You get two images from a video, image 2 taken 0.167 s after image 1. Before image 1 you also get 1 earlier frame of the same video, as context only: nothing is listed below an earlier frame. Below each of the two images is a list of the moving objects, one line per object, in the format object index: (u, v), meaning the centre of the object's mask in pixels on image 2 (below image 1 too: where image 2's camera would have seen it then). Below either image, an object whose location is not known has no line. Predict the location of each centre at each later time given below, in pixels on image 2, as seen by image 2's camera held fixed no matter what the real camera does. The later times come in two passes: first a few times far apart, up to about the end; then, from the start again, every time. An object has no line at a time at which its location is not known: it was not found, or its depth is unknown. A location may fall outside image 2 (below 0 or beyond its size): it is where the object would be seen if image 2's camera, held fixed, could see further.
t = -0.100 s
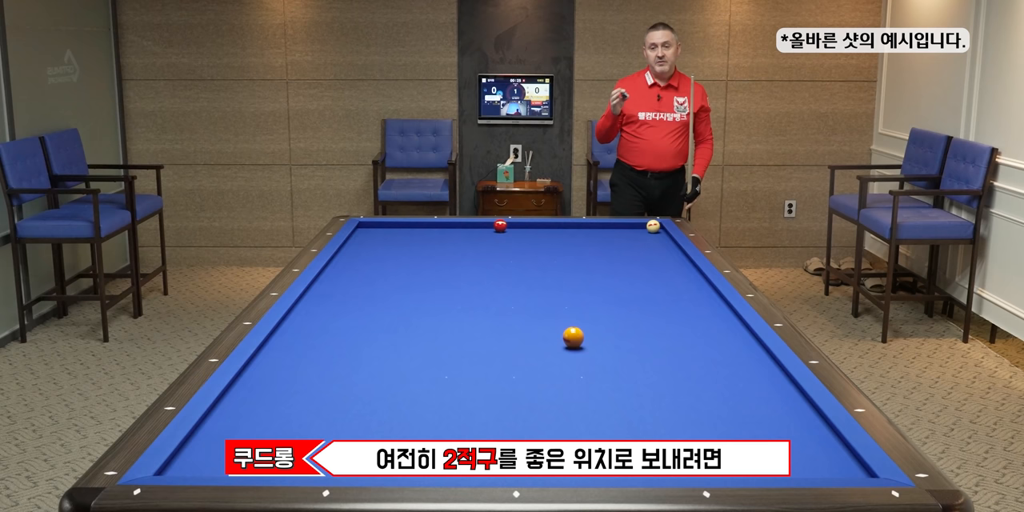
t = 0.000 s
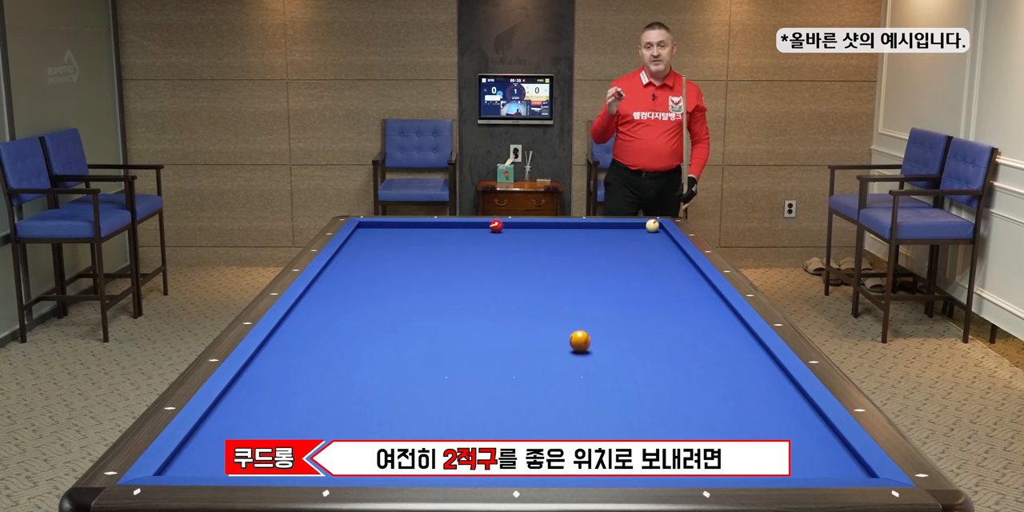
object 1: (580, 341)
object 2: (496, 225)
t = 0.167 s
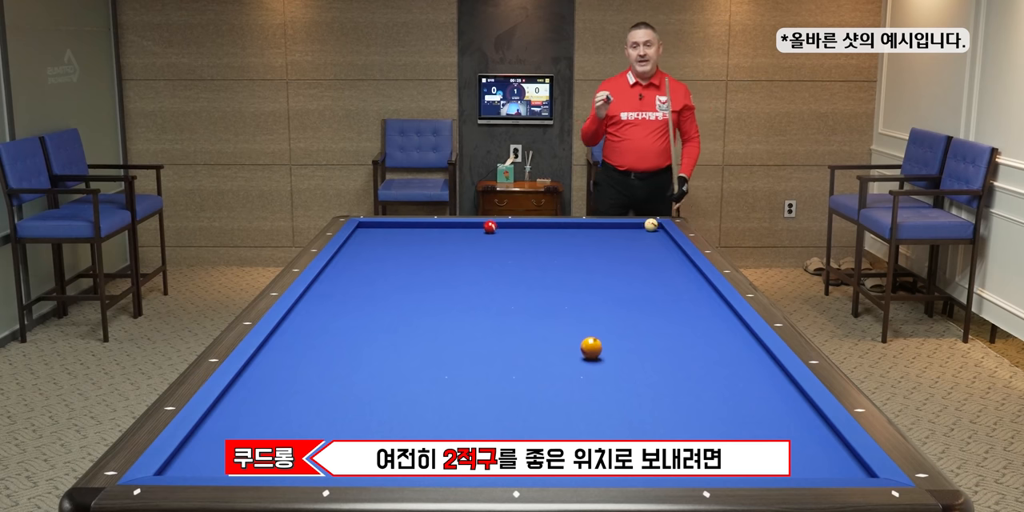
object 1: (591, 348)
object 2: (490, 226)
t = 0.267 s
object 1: (598, 352)
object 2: (486, 227)
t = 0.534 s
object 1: (617, 364)
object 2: (476, 228)
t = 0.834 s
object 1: (639, 377)
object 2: (467, 229)
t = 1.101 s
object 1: (660, 390)
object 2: (458, 230)
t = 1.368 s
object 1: (682, 402)
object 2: (450, 231)
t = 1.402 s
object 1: (685, 404)
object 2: (449, 231)
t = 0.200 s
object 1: (593, 349)
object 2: (489, 227)
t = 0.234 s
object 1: (596, 351)
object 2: (487, 227)
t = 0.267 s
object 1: (598, 352)
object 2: (486, 227)
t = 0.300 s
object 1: (600, 354)
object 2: (485, 227)
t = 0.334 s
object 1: (603, 355)
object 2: (484, 227)
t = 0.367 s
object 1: (605, 357)
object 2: (482, 227)
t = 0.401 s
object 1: (607, 358)
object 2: (481, 227)
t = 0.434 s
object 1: (610, 359)
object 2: (480, 228)
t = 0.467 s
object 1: (612, 361)
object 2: (479, 228)
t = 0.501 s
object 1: (615, 362)
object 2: (478, 228)
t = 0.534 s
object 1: (617, 364)
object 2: (476, 228)
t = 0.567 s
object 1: (619, 365)
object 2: (475, 228)
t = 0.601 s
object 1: (622, 367)
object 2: (474, 228)
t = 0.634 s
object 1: (624, 368)
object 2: (473, 228)
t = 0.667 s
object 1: (627, 370)
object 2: (472, 229)
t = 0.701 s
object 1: (629, 371)
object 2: (471, 229)
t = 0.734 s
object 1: (632, 373)
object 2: (470, 229)
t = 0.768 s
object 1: (634, 374)
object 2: (469, 229)
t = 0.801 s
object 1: (637, 376)
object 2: (468, 229)
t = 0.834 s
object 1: (639, 377)
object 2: (467, 229)
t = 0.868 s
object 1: (642, 379)
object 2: (465, 229)
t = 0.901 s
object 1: (644, 380)
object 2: (464, 229)
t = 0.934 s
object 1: (647, 382)
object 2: (463, 229)
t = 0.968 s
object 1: (650, 383)
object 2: (462, 229)
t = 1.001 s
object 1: (652, 385)
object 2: (461, 229)
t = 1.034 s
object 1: (655, 386)
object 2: (460, 230)
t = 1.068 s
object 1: (658, 388)
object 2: (459, 230)
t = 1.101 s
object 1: (660, 390)
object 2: (458, 230)
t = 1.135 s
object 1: (663, 391)
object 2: (457, 230)
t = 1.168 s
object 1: (666, 393)
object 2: (456, 230)
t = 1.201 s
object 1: (668, 394)
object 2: (455, 230)
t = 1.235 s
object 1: (671, 396)
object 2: (454, 230)
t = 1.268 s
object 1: (674, 397)
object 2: (453, 230)
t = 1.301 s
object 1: (676, 399)
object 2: (452, 230)
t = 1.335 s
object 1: (679, 401)
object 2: (451, 230)
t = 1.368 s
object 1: (682, 402)
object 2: (450, 231)
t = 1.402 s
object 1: (685, 404)
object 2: (449, 231)
